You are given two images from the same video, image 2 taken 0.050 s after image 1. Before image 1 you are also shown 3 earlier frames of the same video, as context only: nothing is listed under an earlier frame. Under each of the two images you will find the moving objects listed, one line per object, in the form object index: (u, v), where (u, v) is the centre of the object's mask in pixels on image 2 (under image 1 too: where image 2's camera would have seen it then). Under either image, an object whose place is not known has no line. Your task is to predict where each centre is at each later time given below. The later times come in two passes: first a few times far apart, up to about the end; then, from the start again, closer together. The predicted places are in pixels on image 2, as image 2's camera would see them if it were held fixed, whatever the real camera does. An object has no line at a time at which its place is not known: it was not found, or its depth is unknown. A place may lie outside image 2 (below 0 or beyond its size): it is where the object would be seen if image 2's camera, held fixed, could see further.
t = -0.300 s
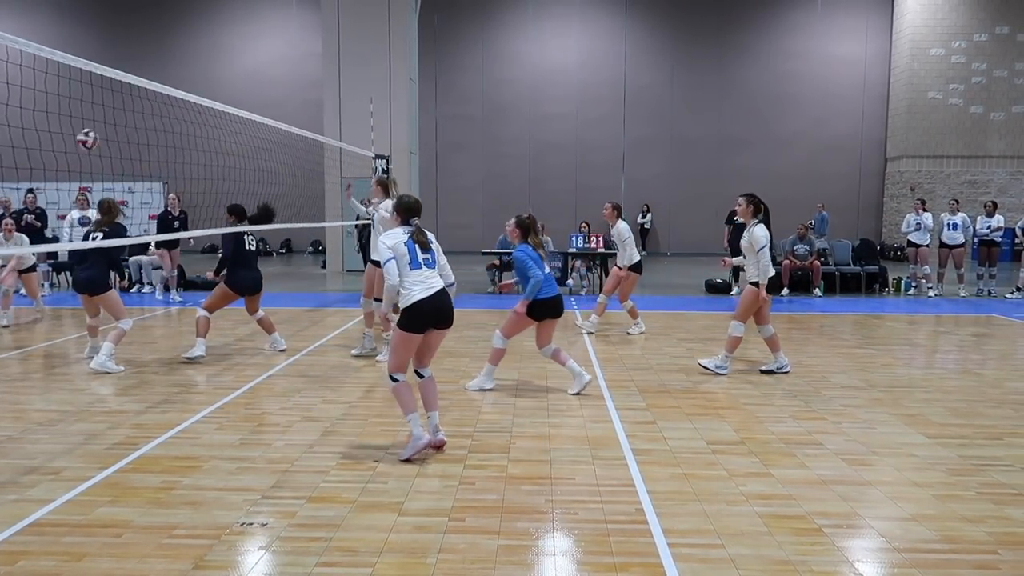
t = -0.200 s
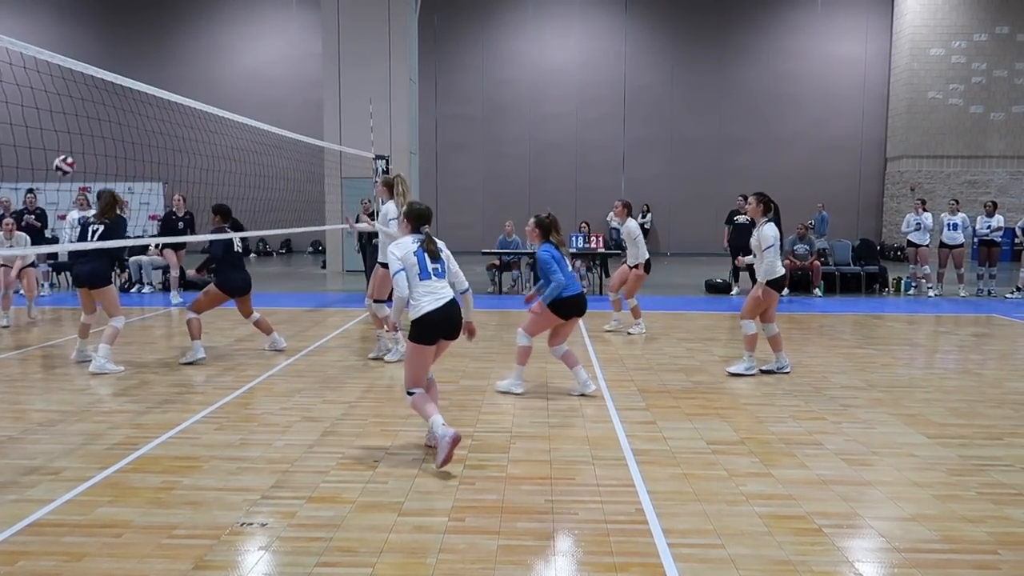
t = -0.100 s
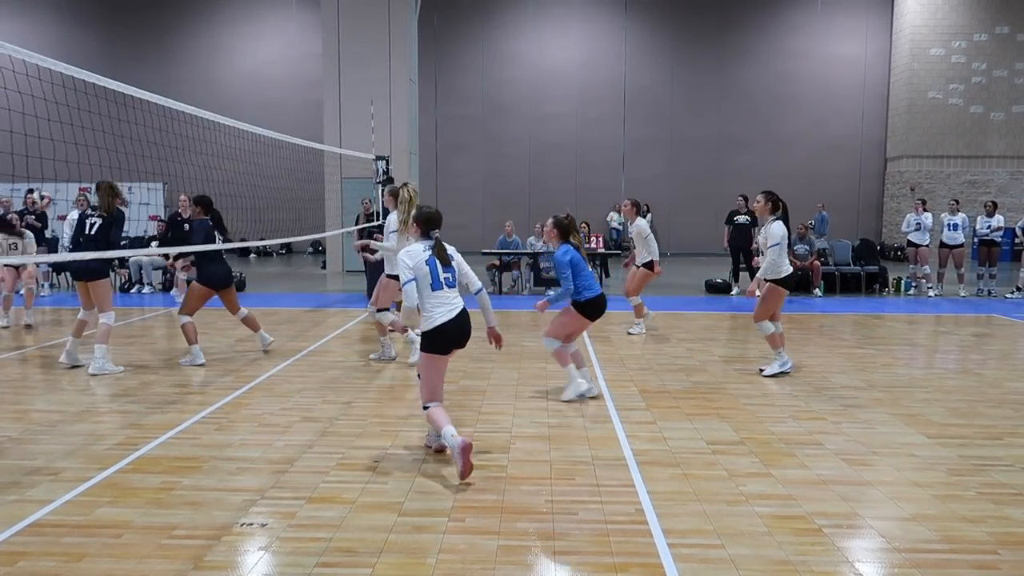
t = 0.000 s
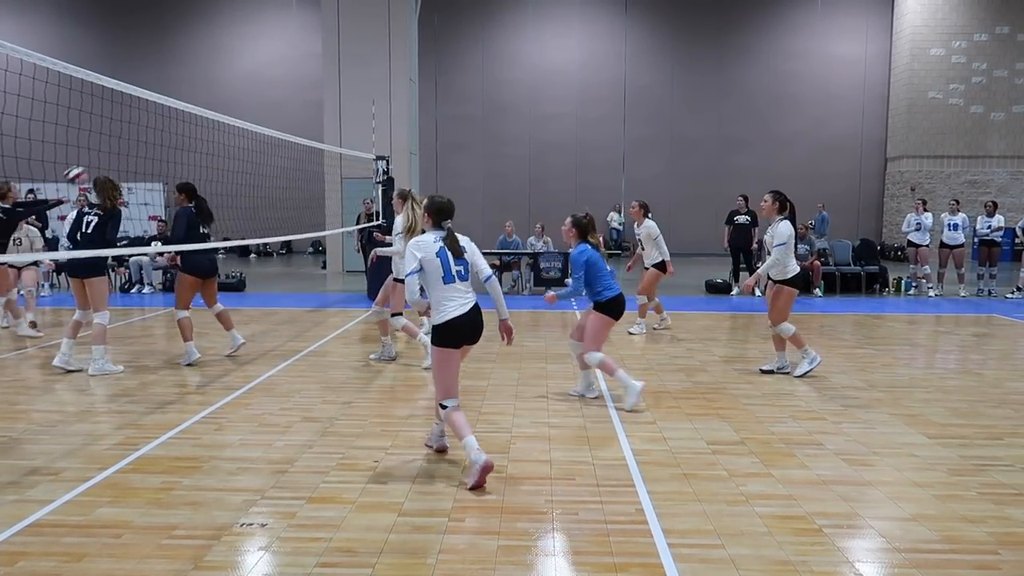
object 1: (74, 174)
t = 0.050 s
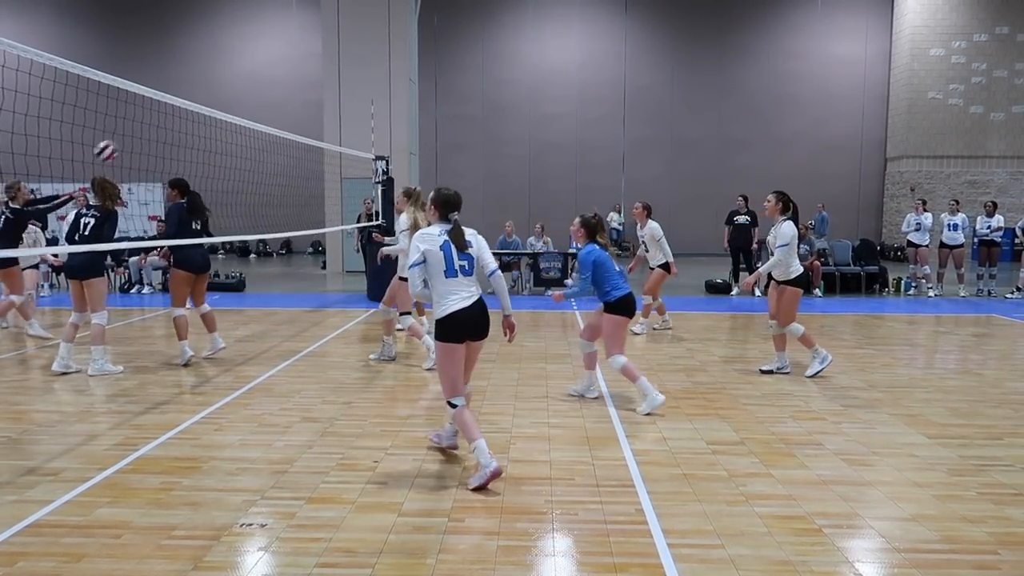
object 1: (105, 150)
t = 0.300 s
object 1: (267, 50)
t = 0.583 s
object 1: (469, 8)
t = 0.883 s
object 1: (696, 59)
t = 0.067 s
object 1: (116, 142)
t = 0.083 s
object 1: (127, 135)
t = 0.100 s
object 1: (138, 127)
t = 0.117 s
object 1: (149, 120)
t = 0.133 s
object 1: (160, 112)
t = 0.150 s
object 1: (171, 106)
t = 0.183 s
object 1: (191, 89)
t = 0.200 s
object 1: (201, 84)
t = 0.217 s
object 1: (212, 78)
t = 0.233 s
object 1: (223, 73)
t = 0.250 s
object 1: (234, 67)
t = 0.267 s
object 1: (244, 62)
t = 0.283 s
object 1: (256, 56)
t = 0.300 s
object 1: (267, 50)
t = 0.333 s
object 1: (290, 42)
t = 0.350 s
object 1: (302, 38)
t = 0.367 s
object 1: (314, 33)
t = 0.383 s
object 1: (325, 29)
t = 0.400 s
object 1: (337, 25)
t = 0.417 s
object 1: (348, 23)
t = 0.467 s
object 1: (383, 16)
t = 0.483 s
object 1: (395, 14)
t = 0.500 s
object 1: (407, 12)
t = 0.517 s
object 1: (420, 11)
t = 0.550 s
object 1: (444, 8)
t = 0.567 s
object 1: (456, 7)
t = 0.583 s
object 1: (469, 8)
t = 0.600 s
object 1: (481, 8)
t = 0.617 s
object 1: (494, 8)
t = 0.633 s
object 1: (505, 8)
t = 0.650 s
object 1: (517, 9)
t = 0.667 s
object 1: (531, 10)
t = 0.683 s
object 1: (543, 12)
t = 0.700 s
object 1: (555, 14)
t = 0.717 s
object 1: (567, 17)
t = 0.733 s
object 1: (580, 19)
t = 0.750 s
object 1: (591, 22)
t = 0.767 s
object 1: (604, 25)
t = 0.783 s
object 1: (618, 29)
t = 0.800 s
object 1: (630, 33)
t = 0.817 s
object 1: (643, 38)
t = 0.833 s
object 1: (657, 43)
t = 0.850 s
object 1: (668, 47)
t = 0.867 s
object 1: (682, 53)
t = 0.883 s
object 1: (696, 59)
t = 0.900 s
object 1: (709, 66)
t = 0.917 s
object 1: (723, 73)
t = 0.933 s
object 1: (736, 80)
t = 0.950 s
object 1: (752, 86)
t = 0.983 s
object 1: (779, 102)
